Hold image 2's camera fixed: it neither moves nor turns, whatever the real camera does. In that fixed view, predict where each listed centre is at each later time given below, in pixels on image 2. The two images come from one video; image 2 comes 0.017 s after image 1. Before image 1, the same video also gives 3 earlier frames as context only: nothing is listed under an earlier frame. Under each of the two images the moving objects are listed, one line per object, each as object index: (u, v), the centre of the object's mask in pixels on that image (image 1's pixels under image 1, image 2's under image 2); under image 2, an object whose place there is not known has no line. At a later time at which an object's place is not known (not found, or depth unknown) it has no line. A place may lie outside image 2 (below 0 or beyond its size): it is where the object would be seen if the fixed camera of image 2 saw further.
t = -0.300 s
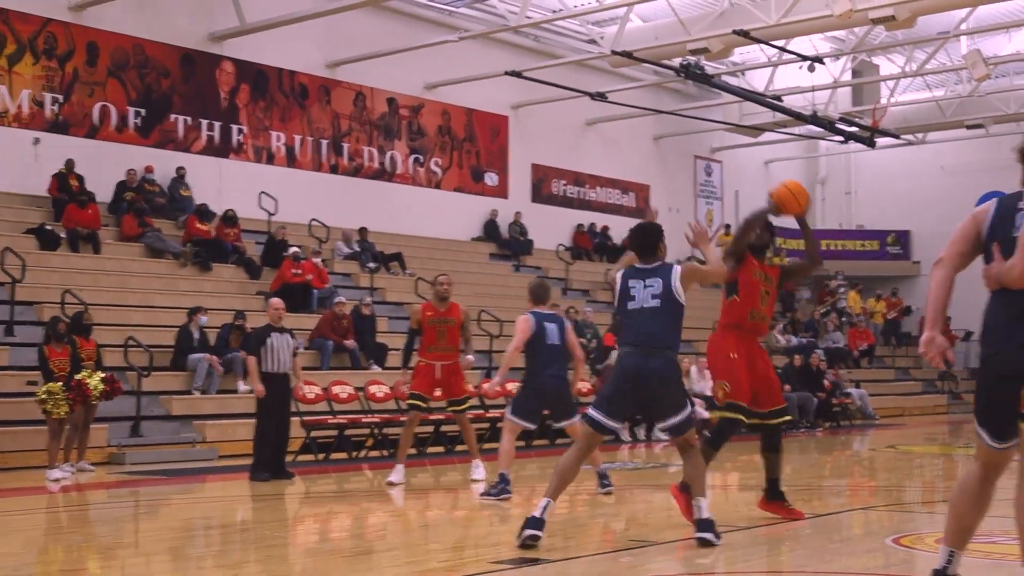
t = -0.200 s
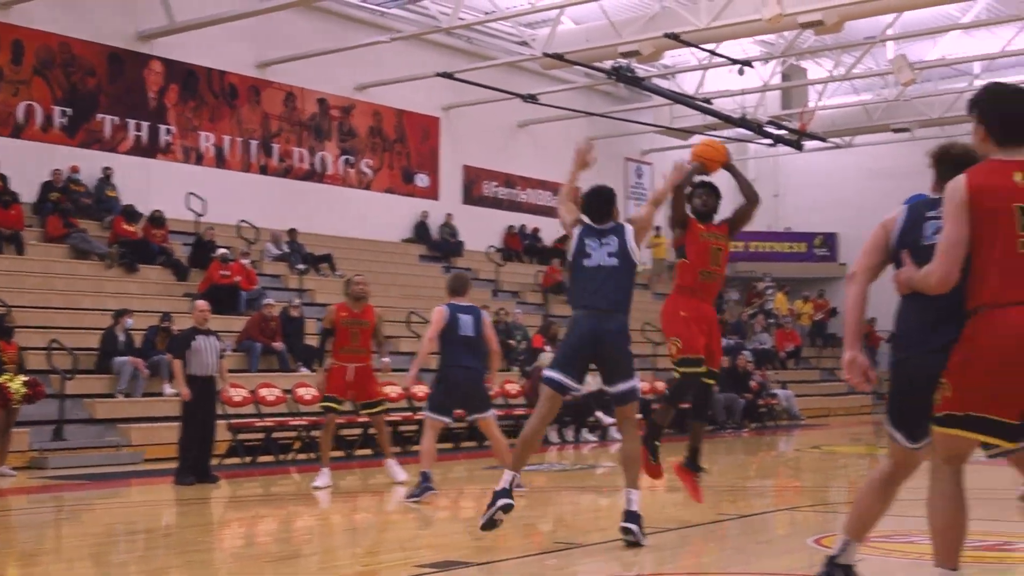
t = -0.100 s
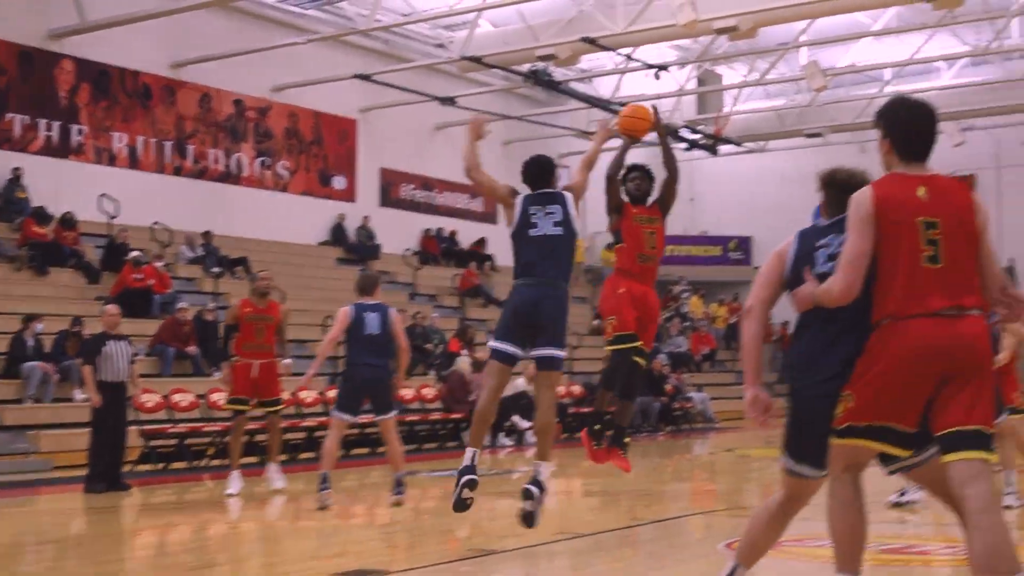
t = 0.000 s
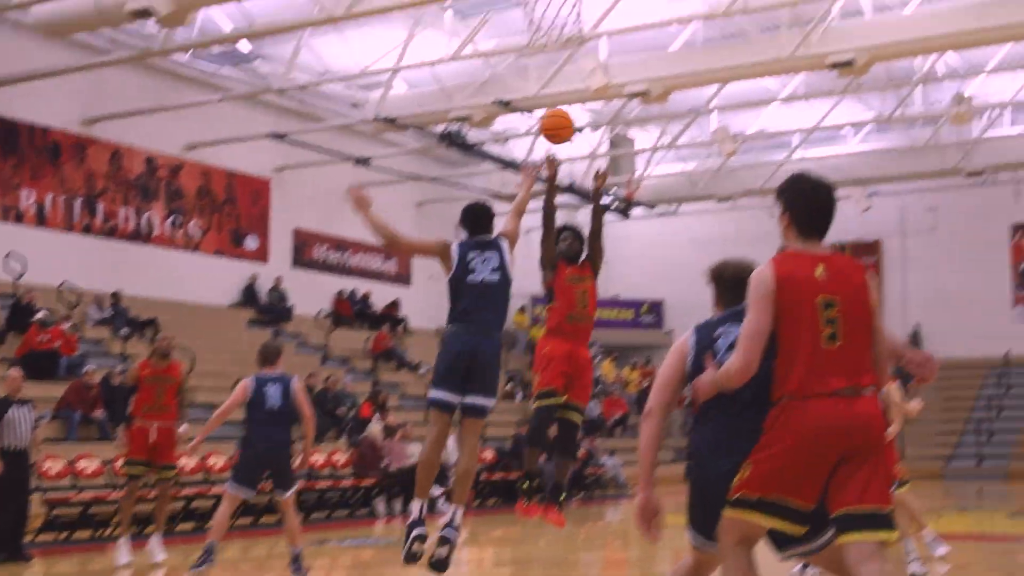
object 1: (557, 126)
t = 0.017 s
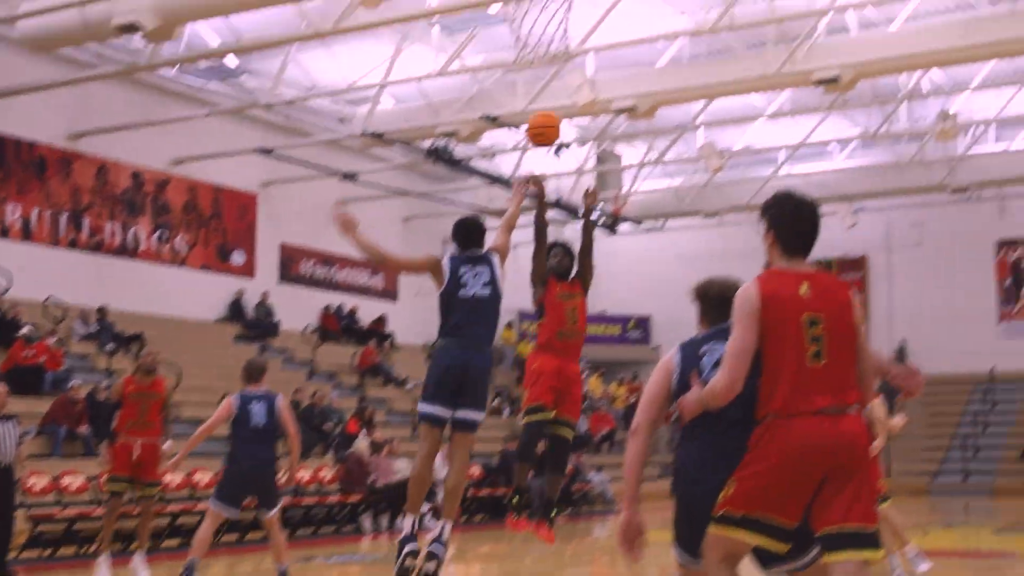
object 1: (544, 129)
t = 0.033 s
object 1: (546, 117)
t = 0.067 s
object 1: (545, 92)
